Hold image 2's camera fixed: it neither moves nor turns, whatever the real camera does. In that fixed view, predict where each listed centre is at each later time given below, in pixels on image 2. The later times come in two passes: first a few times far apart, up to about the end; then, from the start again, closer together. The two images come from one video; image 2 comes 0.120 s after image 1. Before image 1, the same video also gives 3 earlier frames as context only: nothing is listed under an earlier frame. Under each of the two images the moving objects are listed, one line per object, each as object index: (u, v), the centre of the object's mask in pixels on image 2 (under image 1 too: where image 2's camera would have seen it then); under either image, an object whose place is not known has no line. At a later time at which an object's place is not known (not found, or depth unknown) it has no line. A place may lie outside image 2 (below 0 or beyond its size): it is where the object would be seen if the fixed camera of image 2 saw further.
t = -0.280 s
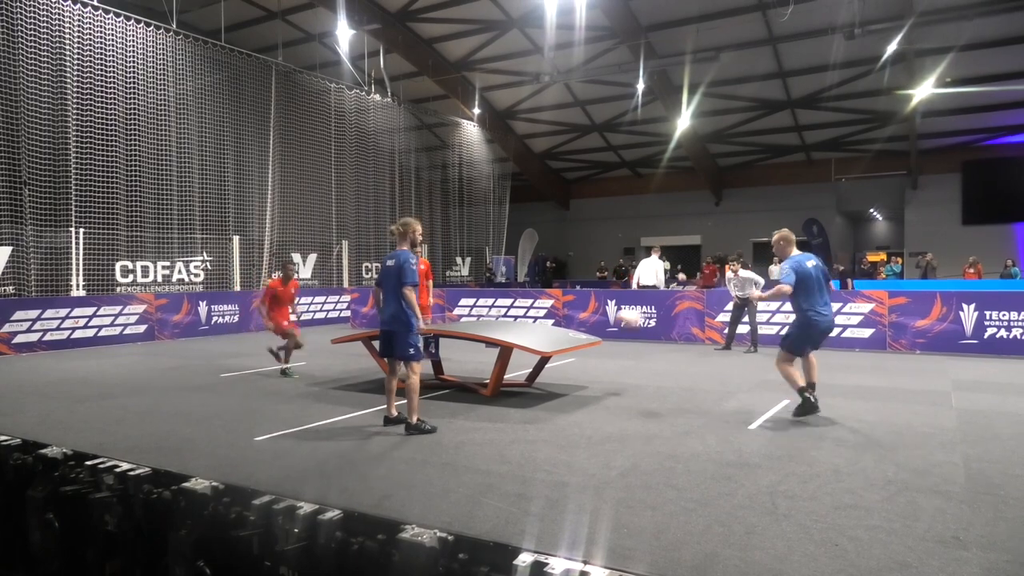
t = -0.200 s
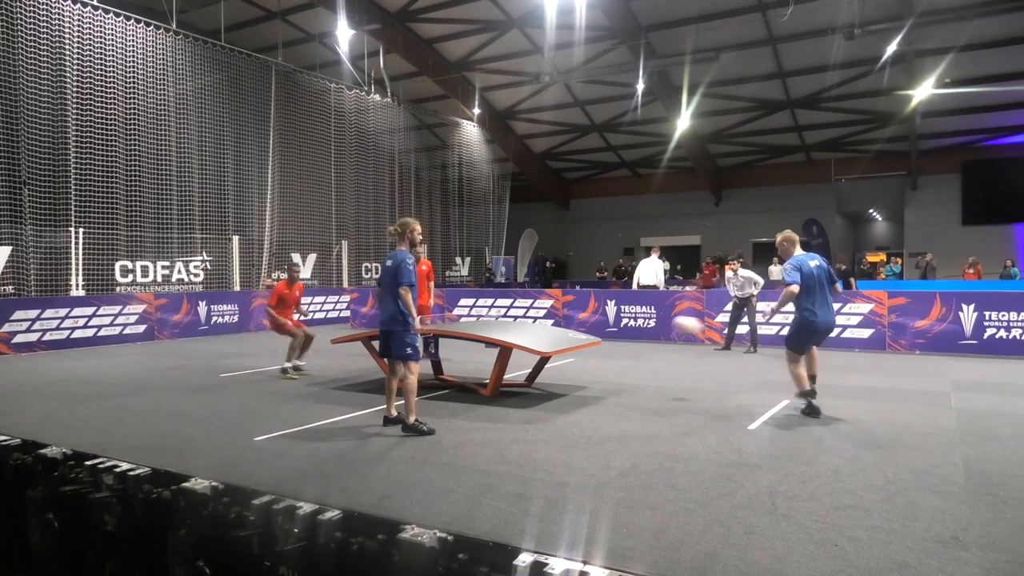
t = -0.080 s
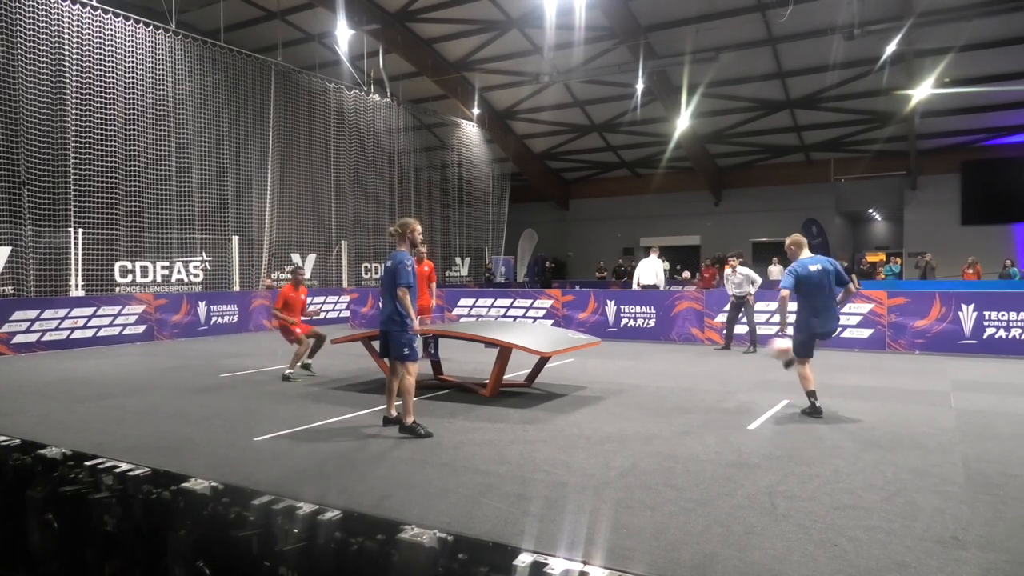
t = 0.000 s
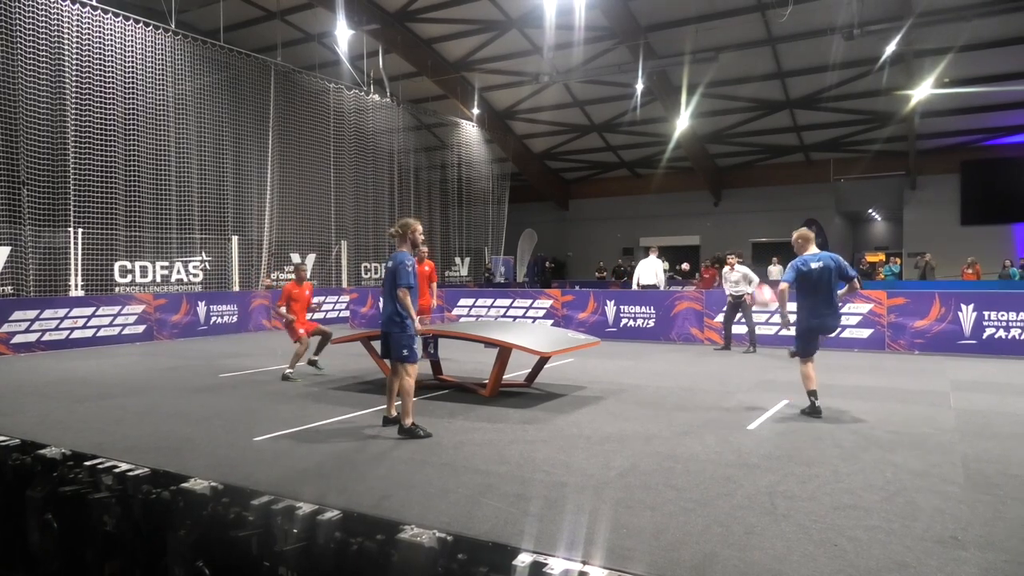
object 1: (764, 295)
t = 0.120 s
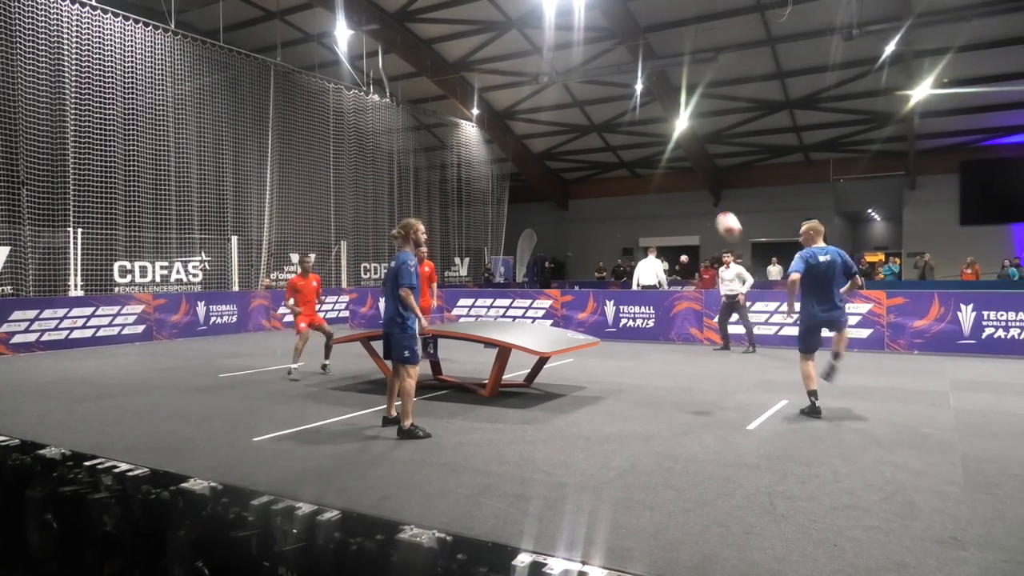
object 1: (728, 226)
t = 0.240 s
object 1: (693, 167)
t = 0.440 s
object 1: (634, 96)
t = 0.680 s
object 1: (560, 64)
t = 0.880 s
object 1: (492, 83)
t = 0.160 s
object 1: (717, 205)
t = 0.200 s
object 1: (705, 185)
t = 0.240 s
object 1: (693, 167)
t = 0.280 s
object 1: (682, 150)
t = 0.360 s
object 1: (658, 121)
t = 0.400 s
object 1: (646, 109)
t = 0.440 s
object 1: (634, 96)
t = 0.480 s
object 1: (620, 87)
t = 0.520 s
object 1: (608, 78)
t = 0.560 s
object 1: (597, 72)
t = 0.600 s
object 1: (584, 68)
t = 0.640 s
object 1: (571, 64)
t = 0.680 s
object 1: (560, 64)
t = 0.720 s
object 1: (546, 65)
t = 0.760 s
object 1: (532, 67)
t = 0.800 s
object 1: (520, 71)
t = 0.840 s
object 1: (506, 75)
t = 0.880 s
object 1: (492, 83)
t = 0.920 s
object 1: (479, 92)
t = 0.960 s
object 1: (466, 105)
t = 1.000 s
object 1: (450, 117)
